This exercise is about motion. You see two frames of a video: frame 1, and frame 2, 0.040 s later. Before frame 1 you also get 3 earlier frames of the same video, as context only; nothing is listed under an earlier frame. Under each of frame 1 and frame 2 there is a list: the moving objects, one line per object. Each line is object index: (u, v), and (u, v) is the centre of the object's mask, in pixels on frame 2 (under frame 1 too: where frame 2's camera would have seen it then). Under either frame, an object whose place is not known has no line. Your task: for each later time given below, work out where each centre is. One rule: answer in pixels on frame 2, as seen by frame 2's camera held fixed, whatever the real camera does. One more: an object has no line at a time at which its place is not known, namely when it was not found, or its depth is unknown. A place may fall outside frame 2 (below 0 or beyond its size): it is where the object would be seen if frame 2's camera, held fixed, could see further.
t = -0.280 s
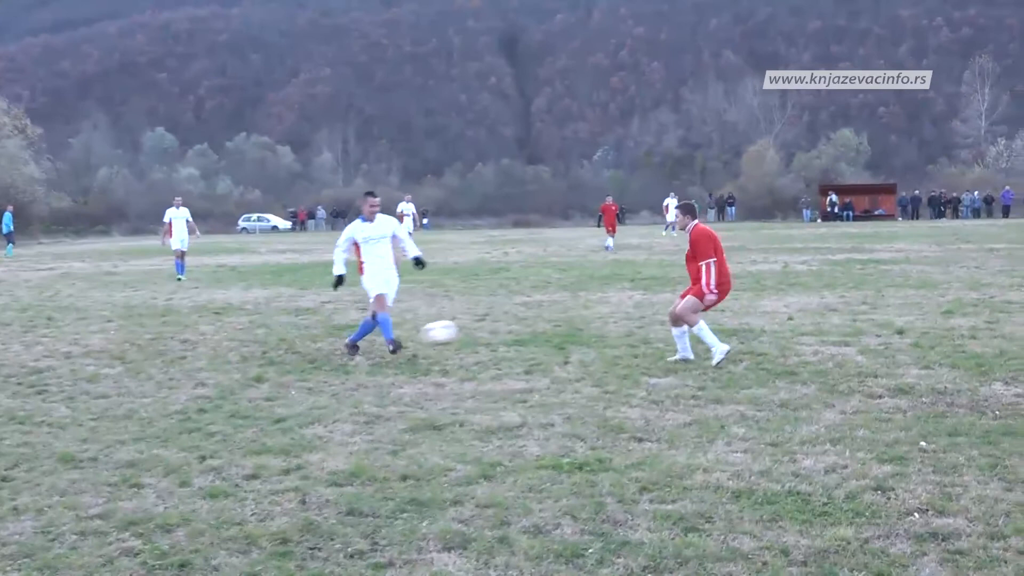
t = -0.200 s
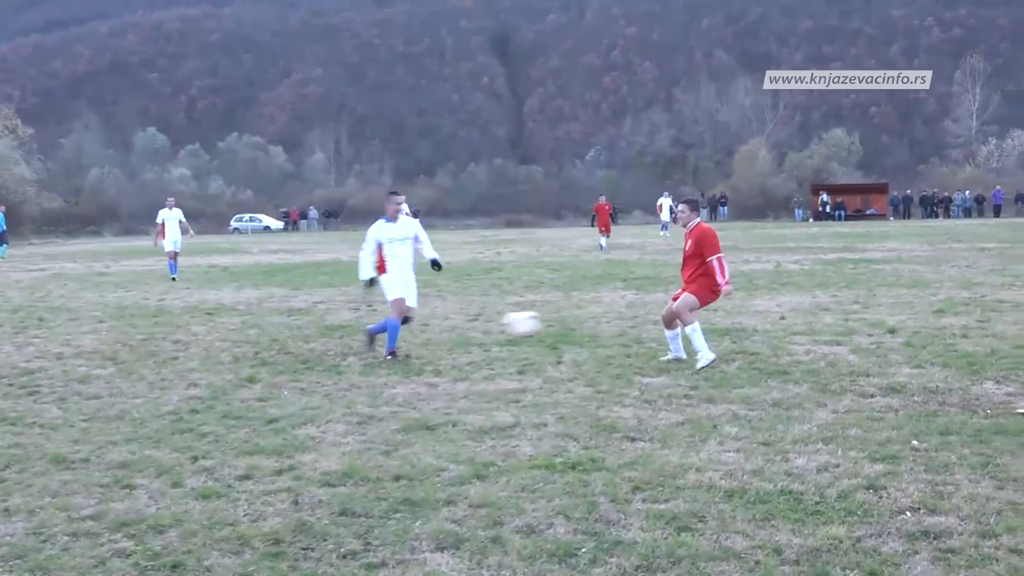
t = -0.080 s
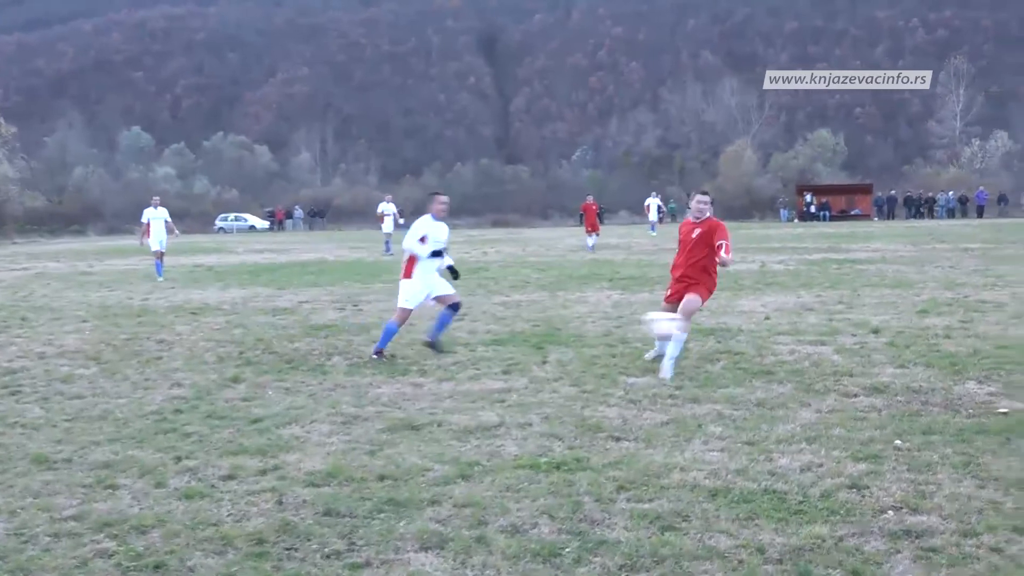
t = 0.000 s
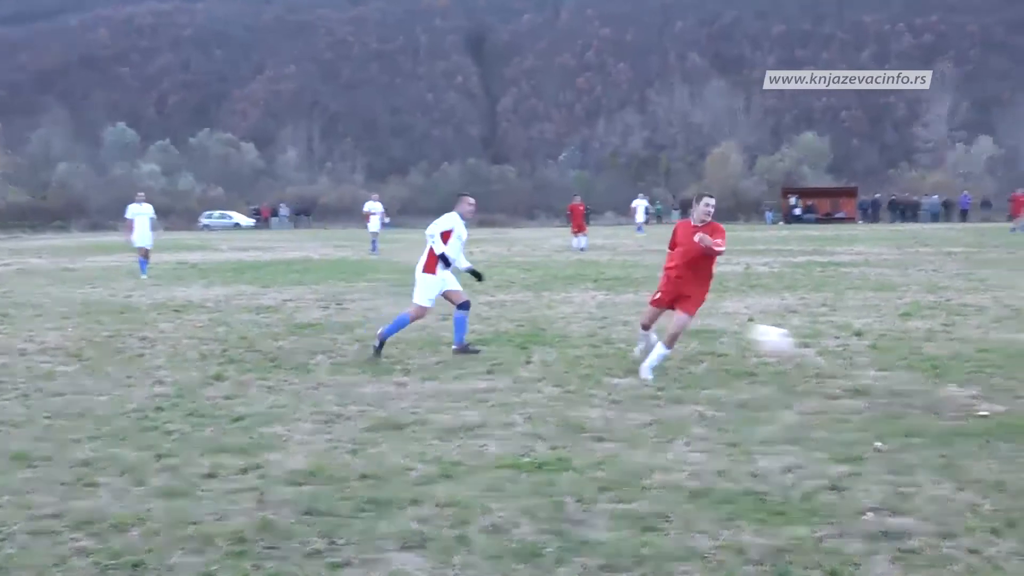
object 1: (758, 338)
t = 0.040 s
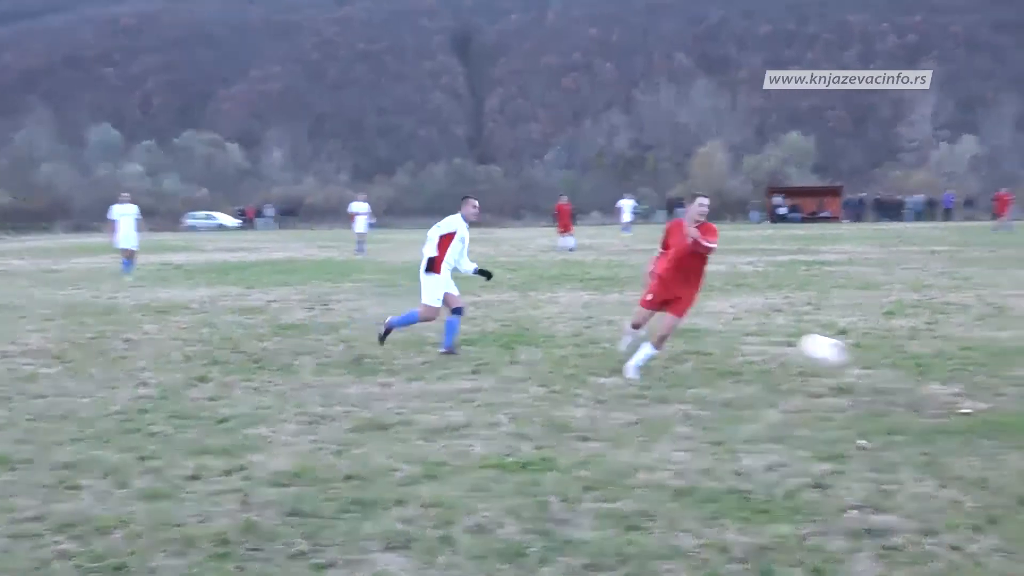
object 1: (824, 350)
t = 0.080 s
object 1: (893, 366)
